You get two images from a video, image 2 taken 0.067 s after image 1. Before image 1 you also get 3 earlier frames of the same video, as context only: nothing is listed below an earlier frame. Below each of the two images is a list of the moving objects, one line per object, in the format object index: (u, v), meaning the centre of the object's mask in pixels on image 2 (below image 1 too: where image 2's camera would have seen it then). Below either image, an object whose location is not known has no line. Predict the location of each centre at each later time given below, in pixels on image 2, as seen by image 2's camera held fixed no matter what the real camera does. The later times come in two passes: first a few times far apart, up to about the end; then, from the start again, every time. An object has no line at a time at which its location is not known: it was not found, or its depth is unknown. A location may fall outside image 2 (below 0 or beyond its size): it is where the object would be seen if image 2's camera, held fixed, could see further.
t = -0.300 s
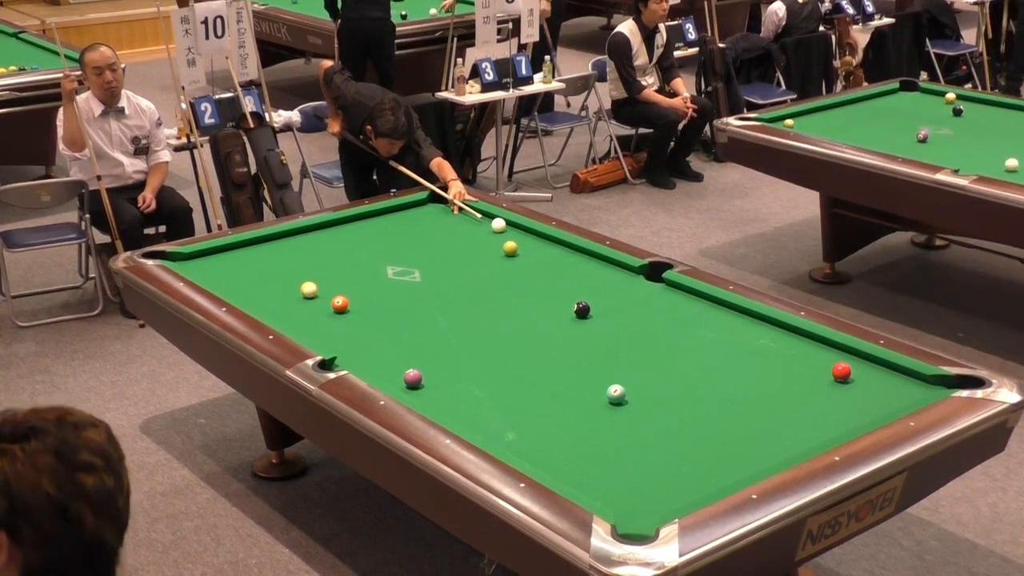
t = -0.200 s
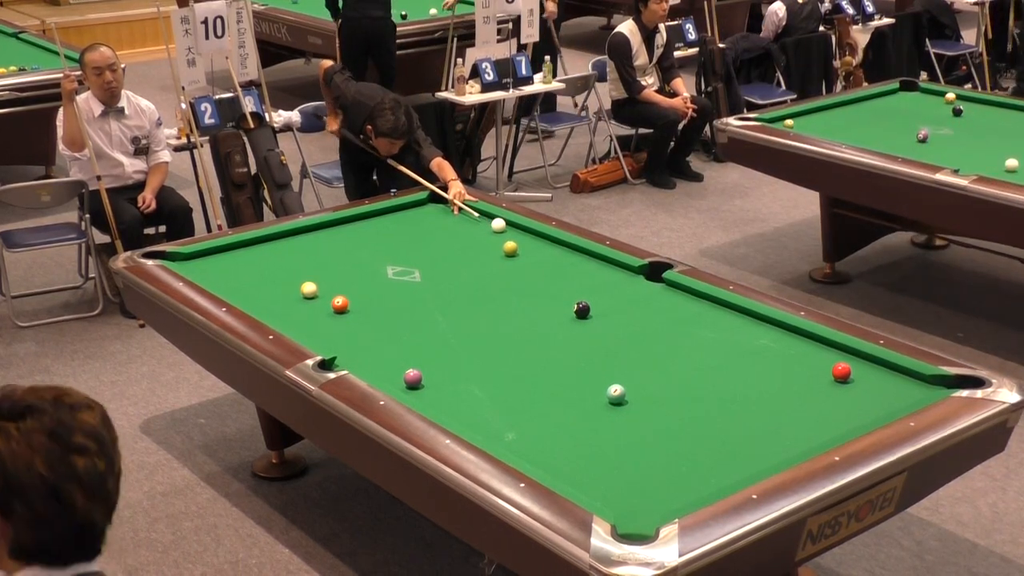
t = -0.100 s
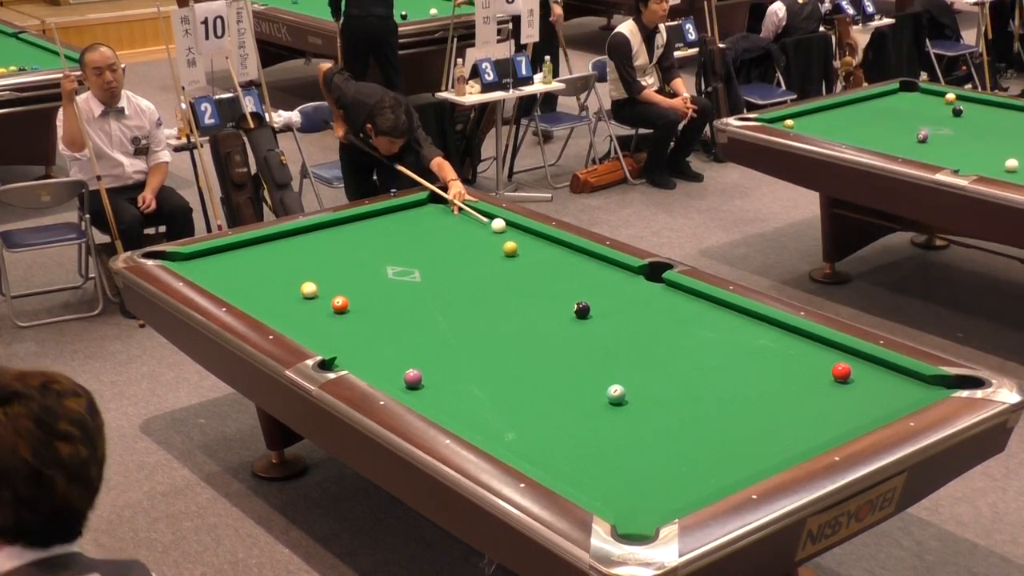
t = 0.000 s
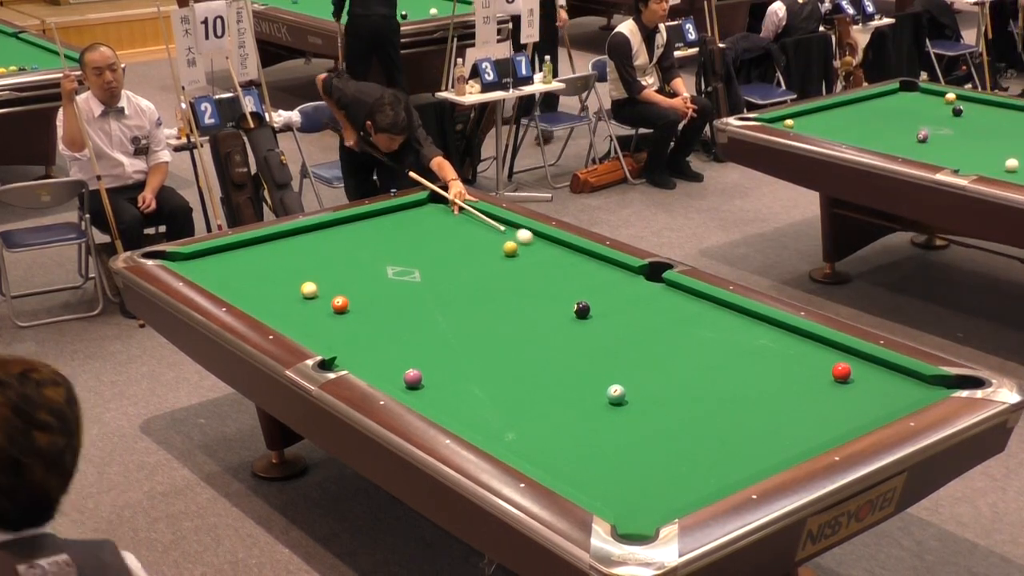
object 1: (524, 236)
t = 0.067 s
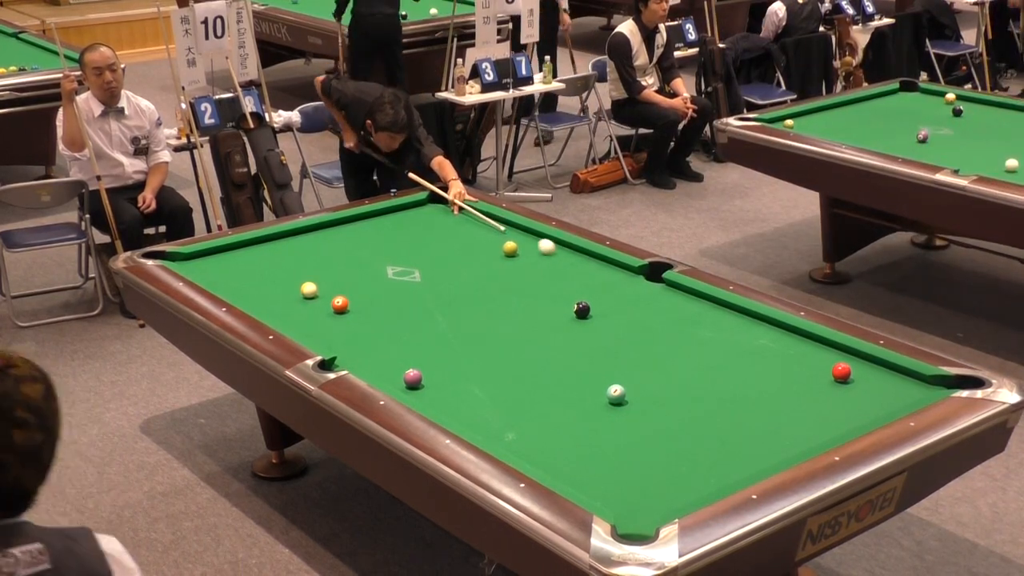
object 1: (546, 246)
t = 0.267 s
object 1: (608, 274)
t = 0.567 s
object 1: (685, 309)
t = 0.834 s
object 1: (758, 342)
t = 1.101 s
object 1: (822, 375)
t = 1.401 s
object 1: (840, 409)
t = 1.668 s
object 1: (826, 424)
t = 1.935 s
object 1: (780, 421)
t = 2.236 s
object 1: (732, 419)
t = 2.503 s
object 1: (692, 416)
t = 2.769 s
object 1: (655, 415)
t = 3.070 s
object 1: (617, 413)
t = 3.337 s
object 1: (585, 412)
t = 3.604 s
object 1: (556, 410)
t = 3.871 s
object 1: (529, 409)
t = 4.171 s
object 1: (501, 408)
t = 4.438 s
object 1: (479, 408)
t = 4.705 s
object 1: (460, 407)
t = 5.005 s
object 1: (440, 405)
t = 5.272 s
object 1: (436, 403)
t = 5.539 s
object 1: (437, 401)
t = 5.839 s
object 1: (437, 399)
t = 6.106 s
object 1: (437, 398)
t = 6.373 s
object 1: (437, 398)
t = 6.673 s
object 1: (437, 399)
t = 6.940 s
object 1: (437, 399)
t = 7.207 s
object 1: (437, 399)
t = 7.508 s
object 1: (437, 399)
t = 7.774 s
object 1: (437, 399)
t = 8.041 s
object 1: (437, 399)
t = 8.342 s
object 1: (437, 399)
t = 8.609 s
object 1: (437, 399)
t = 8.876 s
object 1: (437, 399)
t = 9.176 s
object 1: (439, 401)
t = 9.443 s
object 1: (437, 399)
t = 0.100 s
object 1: (557, 251)
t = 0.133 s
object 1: (568, 256)
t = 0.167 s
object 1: (578, 261)
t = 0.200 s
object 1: (589, 265)
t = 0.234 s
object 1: (598, 270)
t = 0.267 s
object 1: (608, 274)
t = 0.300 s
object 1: (617, 278)
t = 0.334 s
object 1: (626, 282)
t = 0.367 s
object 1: (636, 286)
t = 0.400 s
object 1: (644, 290)
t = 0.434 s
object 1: (652, 294)
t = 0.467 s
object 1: (660, 297)
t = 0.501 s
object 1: (668, 301)
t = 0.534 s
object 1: (677, 305)
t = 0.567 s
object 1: (685, 309)
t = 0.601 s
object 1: (694, 313)
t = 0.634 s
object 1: (703, 317)
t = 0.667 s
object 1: (712, 321)
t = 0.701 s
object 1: (721, 325)
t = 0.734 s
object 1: (730, 329)
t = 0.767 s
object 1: (739, 333)
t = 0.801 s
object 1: (748, 337)
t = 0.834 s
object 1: (758, 342)
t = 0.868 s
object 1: (768, 346)
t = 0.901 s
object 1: (777, 350)
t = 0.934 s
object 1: (786, 355)
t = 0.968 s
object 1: (797, 359)
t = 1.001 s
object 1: (807, 363)
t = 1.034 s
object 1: (816, 368)
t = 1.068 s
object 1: (822, 372)
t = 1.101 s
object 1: (822, 375)
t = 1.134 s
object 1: (823, 379)
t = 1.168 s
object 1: (824, 382)
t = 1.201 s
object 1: (827, 386)
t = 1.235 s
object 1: (829, 390)
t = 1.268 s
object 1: (831, 394)
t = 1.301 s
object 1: (833, 397)
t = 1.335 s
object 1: (835, 401)
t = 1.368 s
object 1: (837, 405)
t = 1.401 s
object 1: (840, 409)
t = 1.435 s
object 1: (842, 413)
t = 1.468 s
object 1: (844, 416)
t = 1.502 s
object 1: (845, 420)
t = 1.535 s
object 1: (847, 422)
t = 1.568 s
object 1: (844, 423)
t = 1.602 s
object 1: (837, 423)
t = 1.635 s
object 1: (831, 424)
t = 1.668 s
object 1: (826, 424)
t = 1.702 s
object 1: (820, 423)
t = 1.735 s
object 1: (814, 423)
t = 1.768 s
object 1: (808, 423)
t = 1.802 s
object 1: (802, 423)
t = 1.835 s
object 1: (797, 422)
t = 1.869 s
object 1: (791, 422)
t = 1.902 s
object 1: (786, 422)
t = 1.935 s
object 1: (780, 421)
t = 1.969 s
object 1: (774, 421)
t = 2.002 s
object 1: (769, 421)
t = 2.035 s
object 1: (764, 420)
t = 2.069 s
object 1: (758, 420)
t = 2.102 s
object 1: (753, 420)
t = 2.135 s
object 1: (748, 420)
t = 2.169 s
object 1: (742, 419)
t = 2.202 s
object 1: (737, 419)
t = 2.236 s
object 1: (732, 419)
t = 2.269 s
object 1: (727, 418)
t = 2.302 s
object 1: (722, 418)
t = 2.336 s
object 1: (717, 418)
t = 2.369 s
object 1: (712, 417)
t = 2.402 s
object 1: (707, 417)
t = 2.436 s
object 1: (702, 417)
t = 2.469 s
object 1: (697, 417)
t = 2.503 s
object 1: (692, 416)
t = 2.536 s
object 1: (687, 416)
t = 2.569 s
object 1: (683, 416)
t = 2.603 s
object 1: (678, 416)
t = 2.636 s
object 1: (673, 415)
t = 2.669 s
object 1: (669, 415)
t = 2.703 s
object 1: (664, 415)
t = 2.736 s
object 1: (660, 415)
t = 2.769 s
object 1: (655, 415)
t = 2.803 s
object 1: (651, 415)
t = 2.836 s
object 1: (646, 414)
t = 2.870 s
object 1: (642, 414)
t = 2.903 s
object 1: (638, 414)
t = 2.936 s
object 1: (634, 414)
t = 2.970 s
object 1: (629, 414)
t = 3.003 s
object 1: (625, 413)
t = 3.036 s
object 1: (621, 413)
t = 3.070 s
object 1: (617, 413)
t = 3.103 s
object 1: (613, 413)
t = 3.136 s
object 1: (608, 413)
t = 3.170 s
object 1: (605, 412)
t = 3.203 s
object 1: (601, 412)
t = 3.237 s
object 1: (597, 412)
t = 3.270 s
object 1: (593, 412)
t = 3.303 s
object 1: (589, 412)
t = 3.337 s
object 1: (585, 412)
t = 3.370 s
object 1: (582, 411)
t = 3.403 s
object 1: (578, 411)
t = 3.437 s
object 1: (574, 411)
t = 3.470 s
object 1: (570, 411)
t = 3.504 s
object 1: (567, 411)
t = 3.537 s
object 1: (563, 411)
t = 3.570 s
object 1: (559, 411)
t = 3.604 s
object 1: (556, 410)
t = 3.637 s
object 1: (552, 410)
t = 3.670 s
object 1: (549, 410)
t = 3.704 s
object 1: (546, 410)
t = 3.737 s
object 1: (542, 410)
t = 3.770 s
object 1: (539, 410)
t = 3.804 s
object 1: (535, 409)
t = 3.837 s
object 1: (532, 409)
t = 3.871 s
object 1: (529, 409)
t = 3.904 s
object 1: (526, 409)
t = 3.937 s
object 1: (522, 409)
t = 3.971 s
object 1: (520, 409)
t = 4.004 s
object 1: (516, 409)
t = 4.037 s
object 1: (513, 409)
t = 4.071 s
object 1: (510, 409)
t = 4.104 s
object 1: (507, 409)
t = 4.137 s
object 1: (504, 408)
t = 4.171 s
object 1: (501, 408)
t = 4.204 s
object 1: (498, 408)
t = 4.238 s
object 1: (496, 408)
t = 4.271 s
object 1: (493, 408)
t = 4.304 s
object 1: (490, 408)
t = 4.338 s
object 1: (487, 408)
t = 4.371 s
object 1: (485, 408)
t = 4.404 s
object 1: (482, 408)
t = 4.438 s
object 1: (479, 408)
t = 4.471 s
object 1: (477, 408)
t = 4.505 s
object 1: (474, 407)
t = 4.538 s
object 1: (472, 408)
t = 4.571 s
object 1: (469, 408)
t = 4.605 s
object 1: (467, 408)
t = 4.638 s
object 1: (464, 407)
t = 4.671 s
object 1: (462, 407)
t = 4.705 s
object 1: (460, 407)
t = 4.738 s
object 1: (457, 407)
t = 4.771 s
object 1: (455, 407)
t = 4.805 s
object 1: (453, 407)
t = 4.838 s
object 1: (450, 407)
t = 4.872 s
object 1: (448, 407)
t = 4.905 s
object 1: (446, 407)
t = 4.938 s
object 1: (444, 406)
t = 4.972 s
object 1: (442, 406)
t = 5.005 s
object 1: (440, 405)
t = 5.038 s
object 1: (438, 405)
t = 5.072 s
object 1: (436, 405)
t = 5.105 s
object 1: (436, 405)
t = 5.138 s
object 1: (436, 404)
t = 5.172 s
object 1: (436, 404)
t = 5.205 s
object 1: (436, 403)
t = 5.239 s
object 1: (436, 403)
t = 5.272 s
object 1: (436, 403)
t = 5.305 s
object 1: (436, 402)
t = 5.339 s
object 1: (436, 402)
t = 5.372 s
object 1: (436, 402)
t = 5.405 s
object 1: (437, 402)
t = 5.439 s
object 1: (437, 402)
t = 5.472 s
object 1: (437, 401)
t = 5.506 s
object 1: (437, 401)
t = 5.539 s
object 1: (437, 401)
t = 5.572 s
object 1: (437, 401)
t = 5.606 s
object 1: (437, 401)
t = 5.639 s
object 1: (437, 400)
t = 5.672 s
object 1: (437, 400)
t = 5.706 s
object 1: (437, 400)
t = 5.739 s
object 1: (437, 400)
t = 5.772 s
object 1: (437, 400)
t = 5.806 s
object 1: (437, 399)
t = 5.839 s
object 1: (437, 399)
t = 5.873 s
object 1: (437, 399)
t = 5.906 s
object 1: (437, 399)
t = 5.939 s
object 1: (437, 399)
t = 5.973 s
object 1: (437, 398)
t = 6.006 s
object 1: (438, 399)
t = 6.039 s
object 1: (437, 399)
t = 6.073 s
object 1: (437, 399)
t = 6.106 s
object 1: (437, 398)
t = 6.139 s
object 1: (437, 398)
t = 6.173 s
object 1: (437, 398)
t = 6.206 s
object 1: (437, 399)
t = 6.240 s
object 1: (437, 399)
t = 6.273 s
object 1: (437, 399)
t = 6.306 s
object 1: (437, 399)
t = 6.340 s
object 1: (437, 398)
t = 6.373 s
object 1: (437, 398)
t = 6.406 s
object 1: (437, 399)
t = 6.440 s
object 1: (437, 399)
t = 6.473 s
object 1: (437, 399)
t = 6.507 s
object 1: (437, 399)
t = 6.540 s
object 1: (437, 399)
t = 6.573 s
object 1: (437, 399)
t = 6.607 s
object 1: (437, 399)
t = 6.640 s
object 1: (437, 399)
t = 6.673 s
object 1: (437, 399)
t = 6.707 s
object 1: (437, 399)
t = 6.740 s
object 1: (437, 399)
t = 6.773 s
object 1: (437, 399)
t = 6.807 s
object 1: (437, 399)
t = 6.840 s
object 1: (437, 399)
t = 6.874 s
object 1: (437, 399)
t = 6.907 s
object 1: (437, 399)
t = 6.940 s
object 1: (437, 399)
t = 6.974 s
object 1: (437, 399)
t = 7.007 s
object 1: (437, 399)
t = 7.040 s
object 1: (437, 399)
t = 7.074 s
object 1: (437, 399)
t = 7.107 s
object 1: (437, 399)
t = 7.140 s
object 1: (437, 399)
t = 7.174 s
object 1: (437, 399)
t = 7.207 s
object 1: (437, 399)
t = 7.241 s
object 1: (437, 399)
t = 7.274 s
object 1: (437, 399)
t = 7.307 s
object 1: (437, 399)
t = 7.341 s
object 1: (437, 399)
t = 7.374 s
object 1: (437, 399)
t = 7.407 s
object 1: (437, 399)
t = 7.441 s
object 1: (437, 399)
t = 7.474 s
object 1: (437, 399)
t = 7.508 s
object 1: (437, 399)
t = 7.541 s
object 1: (437, 399)
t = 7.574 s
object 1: (437, 399)
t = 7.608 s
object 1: (437, 399)
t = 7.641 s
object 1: (437, 399)
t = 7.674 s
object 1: (437, 399)
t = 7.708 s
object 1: (437, 399)
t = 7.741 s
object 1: (437, 399)
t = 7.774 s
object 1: (437, 399)
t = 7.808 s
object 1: (437, 399)
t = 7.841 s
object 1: (437, 399)
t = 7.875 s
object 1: (437, 399)
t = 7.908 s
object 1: (437, 399)
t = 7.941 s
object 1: (437, 399)
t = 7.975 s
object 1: (437, 399)
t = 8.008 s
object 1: (437, 399)
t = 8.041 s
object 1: (437, 399)
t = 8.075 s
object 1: (437, 399)
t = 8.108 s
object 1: (437, 399)
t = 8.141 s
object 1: (437, 399)
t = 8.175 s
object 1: (437, 399)
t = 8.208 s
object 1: (437, 399)
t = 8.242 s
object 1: (437, 399)
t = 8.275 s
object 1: (437, 399)
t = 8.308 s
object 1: (437, 399)
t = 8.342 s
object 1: (437, 399)
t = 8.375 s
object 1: (437, 399)
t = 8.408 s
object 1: (437, 399)
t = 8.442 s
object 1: (437, 399)
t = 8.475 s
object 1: (437, 399)
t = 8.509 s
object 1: (437, 399)
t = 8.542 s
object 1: (437, 399)
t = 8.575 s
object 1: (437, 399)
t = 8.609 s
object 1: (437, 399)
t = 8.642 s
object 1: (437, 399)
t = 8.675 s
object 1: (437, 399)
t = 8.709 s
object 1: (437, 399)
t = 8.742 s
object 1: (437, 398)
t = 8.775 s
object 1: (437, 399)
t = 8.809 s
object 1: (437, 399)
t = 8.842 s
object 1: (437, 399)
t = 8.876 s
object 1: (437, 399)
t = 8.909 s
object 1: (437, 399)
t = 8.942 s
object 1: (437, 399)
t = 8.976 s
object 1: (437, 399)
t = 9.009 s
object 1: (437, 399)
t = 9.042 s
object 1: (437, 399)
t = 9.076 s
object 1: (437, 399)
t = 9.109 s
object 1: (437, 399)
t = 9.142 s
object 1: (438, 400)
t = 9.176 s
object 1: (439, 401)
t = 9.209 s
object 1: (438, 399)
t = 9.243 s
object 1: (436, 397)
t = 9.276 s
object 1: (437, 399)
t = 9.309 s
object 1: (437, 399)
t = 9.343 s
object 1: (437, 399)
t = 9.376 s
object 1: (437, 399)
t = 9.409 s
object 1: (437, 399)
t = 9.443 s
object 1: (437, 399)
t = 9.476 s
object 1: (437, 399)
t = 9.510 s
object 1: (437, 399)
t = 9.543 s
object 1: (437, 399)
